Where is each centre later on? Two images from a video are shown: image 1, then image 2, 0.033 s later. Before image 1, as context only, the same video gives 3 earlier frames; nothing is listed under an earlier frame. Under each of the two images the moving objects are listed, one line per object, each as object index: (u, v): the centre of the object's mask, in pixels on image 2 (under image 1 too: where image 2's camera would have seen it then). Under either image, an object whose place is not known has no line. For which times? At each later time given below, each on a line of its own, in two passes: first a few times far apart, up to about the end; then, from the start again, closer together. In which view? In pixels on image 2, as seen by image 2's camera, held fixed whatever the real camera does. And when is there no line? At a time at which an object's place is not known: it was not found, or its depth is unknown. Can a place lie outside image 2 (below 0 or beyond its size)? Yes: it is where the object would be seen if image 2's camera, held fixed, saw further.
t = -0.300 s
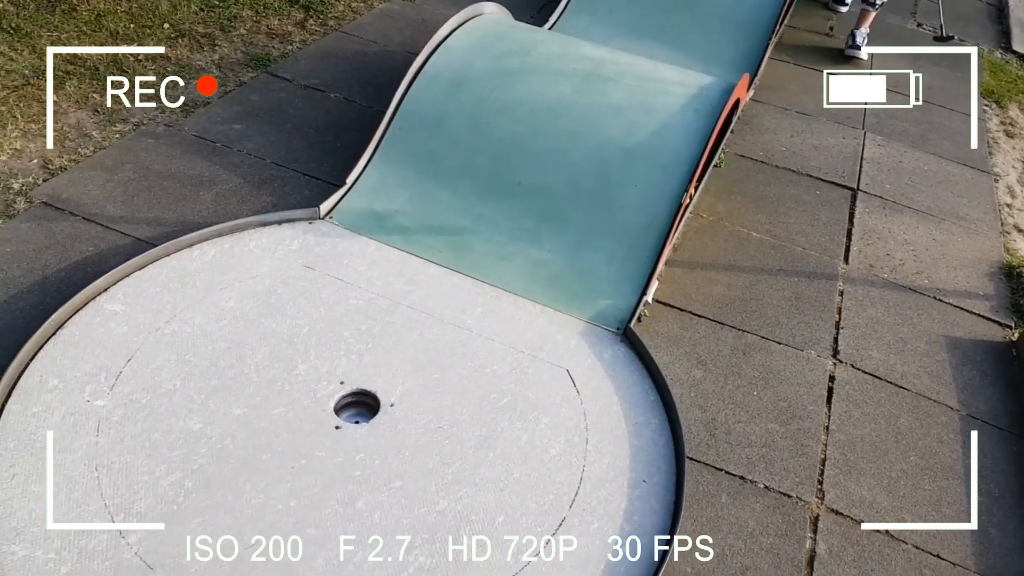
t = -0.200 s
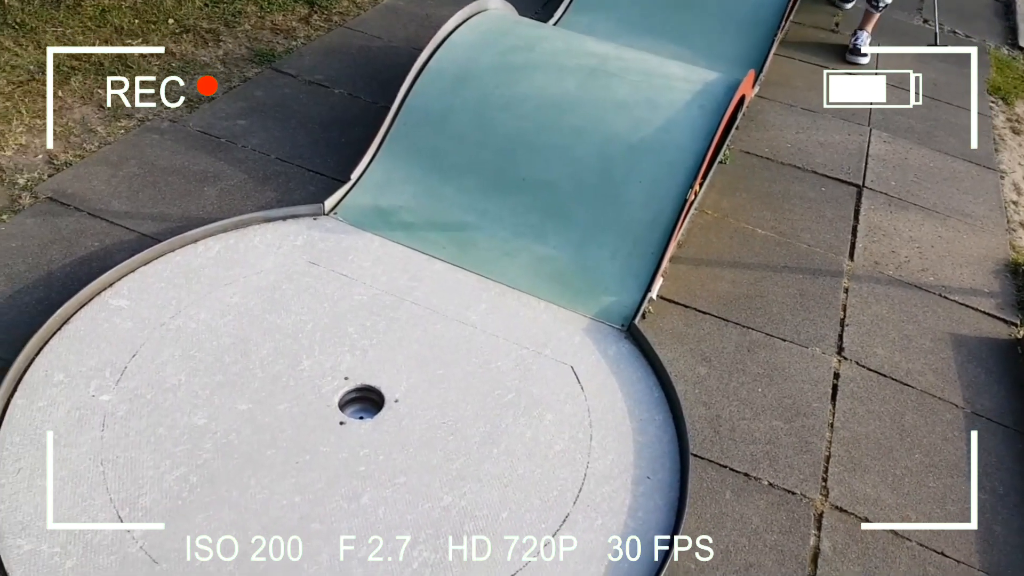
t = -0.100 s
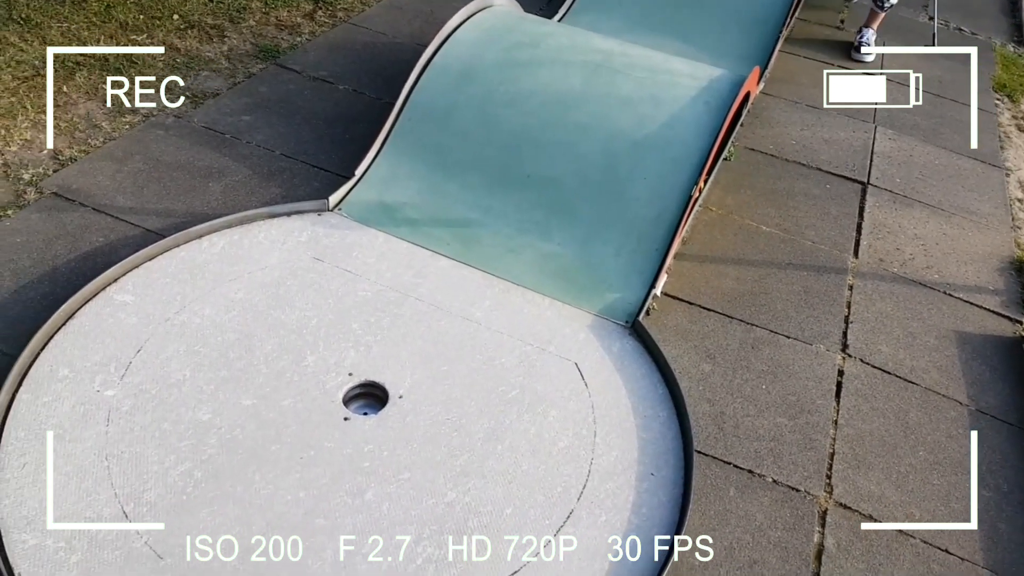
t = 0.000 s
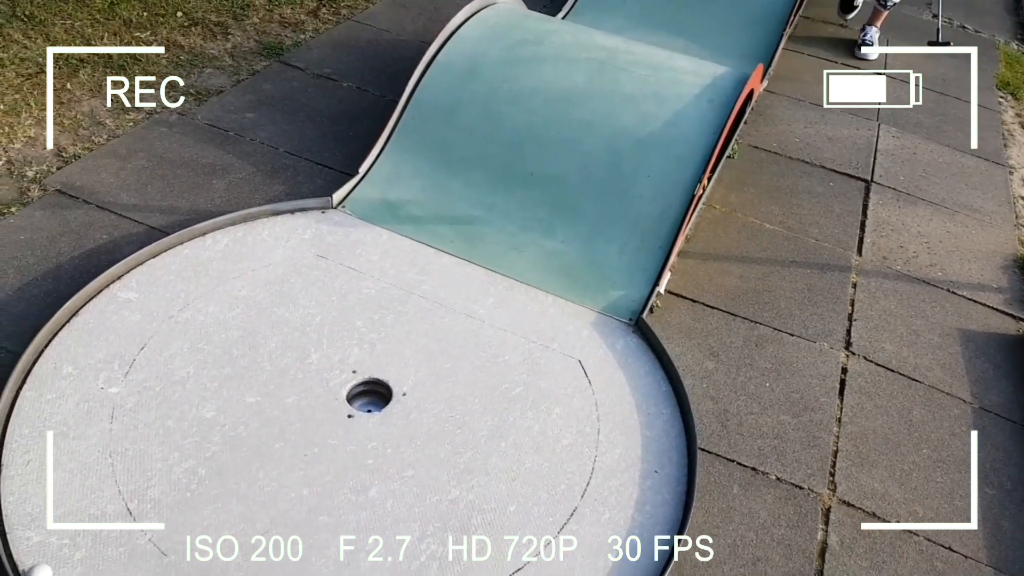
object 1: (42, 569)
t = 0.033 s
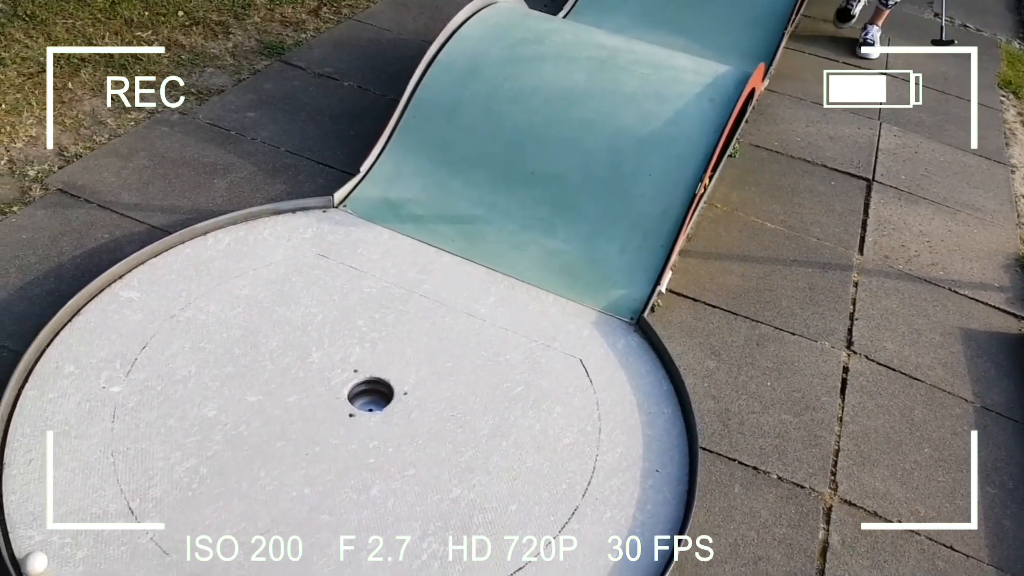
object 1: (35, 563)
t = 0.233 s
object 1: (7, 498)
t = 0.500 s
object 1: (11, 423)
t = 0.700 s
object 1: (28, 377)
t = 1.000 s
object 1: (65, 323)
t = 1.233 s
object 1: (97, 293)
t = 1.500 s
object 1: (132, 268)
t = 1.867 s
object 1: (176, 244)
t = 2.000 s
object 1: (190, 238)
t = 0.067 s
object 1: (29, 551)
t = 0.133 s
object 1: (18, 529)
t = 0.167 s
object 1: (12, 519)
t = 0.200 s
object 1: (8, 508)
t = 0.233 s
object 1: (7, 498)
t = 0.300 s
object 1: (6, 477)
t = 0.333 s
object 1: (5, 468)
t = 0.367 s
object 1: (5, 458)
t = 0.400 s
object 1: (6, 449)
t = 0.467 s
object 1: (9, 431)
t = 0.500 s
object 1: (11, 423)
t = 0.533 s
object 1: (13, 415)
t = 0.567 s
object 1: (16, 407)
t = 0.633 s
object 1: (22, 391)
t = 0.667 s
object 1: (25, 384)
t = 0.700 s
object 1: (28, 377)
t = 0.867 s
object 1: (47, 345)
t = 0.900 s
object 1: (52, 339)
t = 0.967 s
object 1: (60, 328)
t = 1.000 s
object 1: (65, 323)
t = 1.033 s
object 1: (69, 318)
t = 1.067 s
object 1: (74, 314)
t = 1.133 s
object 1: (83, 305)
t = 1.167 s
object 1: (88, 301)
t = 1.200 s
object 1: (93, 296)
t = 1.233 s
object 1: (97, 293)
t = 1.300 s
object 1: (106, 286)
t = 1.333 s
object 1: (111, 282)
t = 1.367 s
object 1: (115, 279)
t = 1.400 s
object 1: (119, 276)
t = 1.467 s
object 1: (128, 270)
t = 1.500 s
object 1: (132, 268)
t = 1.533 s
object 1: (136, 265)
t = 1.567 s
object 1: (141, 262)
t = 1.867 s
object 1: (176, 244)
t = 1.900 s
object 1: (179, 243)
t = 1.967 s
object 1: (186, 240)
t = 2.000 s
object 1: (190, 238)
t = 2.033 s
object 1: (193, 237)
